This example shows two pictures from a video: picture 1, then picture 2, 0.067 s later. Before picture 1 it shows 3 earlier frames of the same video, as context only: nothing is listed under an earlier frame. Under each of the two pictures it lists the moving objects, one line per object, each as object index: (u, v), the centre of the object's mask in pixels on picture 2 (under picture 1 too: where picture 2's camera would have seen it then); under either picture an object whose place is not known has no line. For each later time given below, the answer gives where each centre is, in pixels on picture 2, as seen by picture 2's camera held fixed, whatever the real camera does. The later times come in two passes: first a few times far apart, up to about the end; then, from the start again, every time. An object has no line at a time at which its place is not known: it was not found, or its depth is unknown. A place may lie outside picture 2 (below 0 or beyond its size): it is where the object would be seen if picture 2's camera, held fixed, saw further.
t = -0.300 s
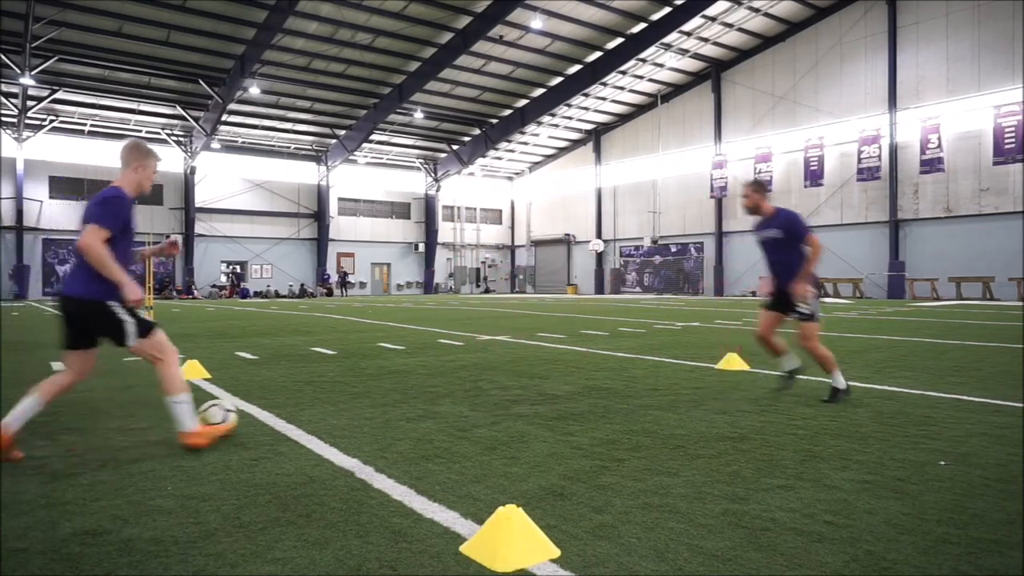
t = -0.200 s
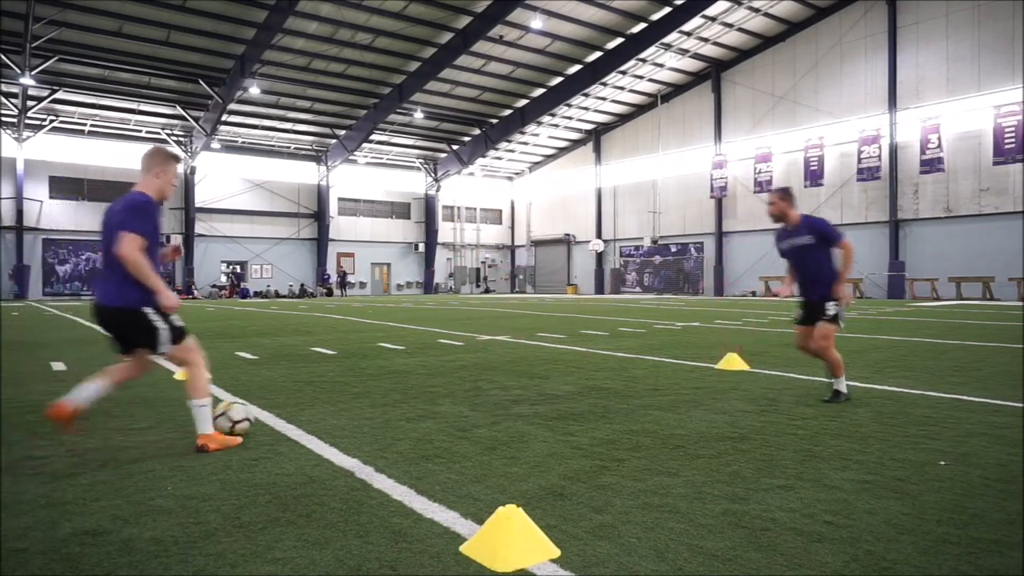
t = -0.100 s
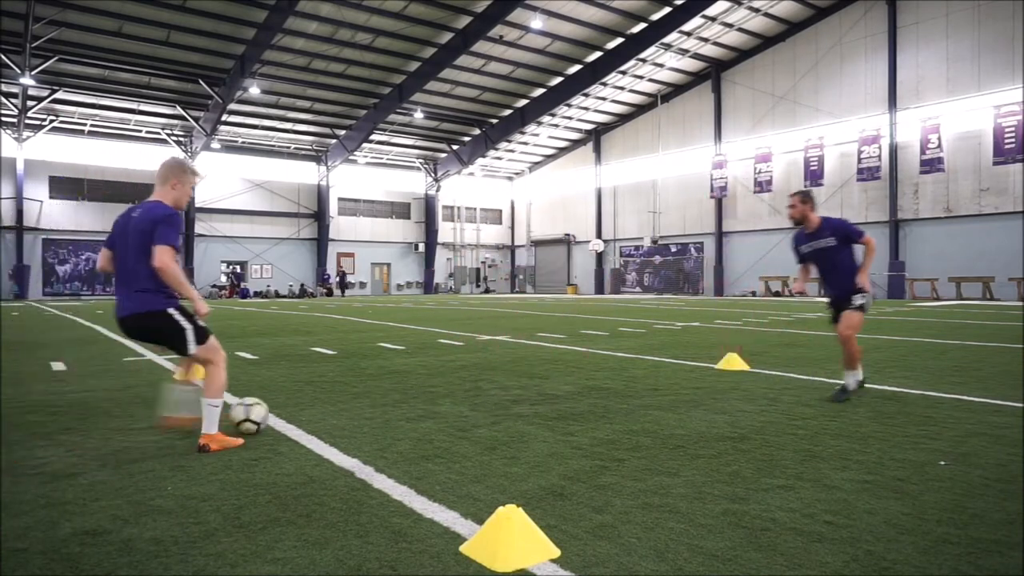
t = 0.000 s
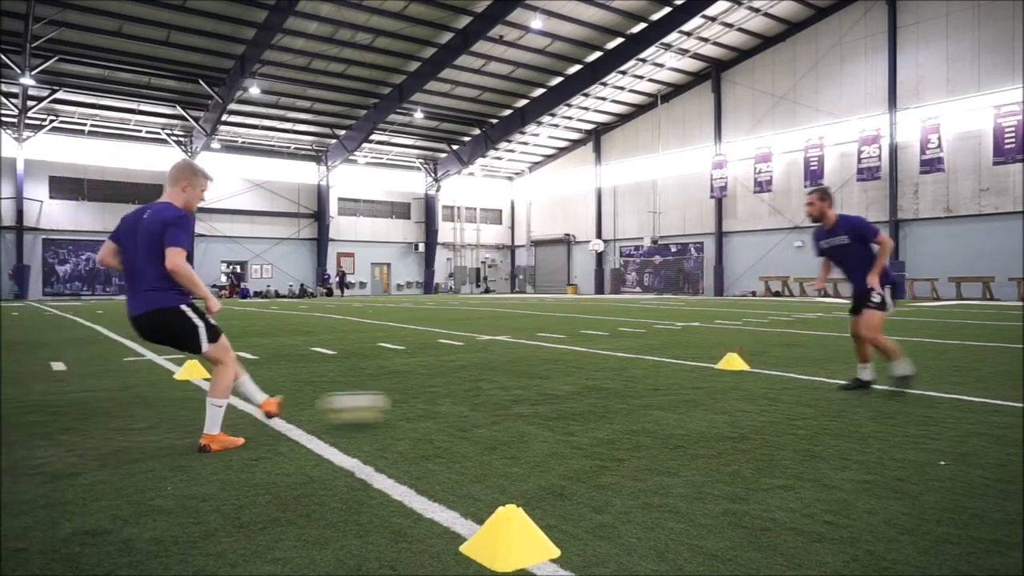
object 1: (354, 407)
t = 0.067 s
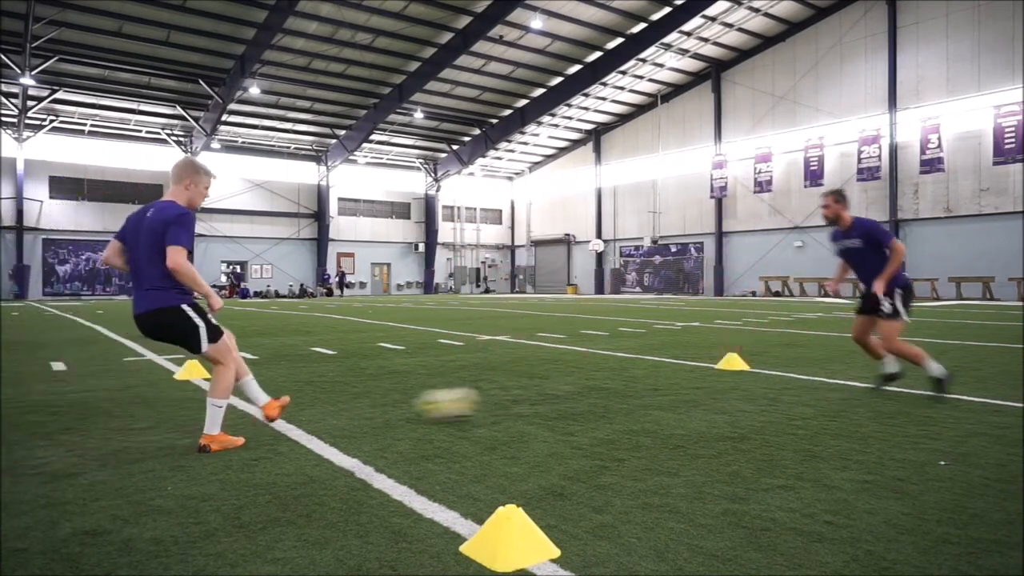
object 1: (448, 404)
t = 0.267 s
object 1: (664, 392)
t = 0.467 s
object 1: (813, 382)
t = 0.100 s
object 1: (488, 400)
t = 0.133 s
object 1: (528, 399)
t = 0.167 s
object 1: (566, 399)
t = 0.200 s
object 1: (602, 396)
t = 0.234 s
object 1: (632, 393)
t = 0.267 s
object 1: (664, 392)
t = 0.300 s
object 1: (693, 392)
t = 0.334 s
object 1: (720, 390)
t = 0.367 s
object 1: (745, 387)
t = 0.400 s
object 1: (770, 387)
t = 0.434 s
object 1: (793, 386)
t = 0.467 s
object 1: (813, 382)
